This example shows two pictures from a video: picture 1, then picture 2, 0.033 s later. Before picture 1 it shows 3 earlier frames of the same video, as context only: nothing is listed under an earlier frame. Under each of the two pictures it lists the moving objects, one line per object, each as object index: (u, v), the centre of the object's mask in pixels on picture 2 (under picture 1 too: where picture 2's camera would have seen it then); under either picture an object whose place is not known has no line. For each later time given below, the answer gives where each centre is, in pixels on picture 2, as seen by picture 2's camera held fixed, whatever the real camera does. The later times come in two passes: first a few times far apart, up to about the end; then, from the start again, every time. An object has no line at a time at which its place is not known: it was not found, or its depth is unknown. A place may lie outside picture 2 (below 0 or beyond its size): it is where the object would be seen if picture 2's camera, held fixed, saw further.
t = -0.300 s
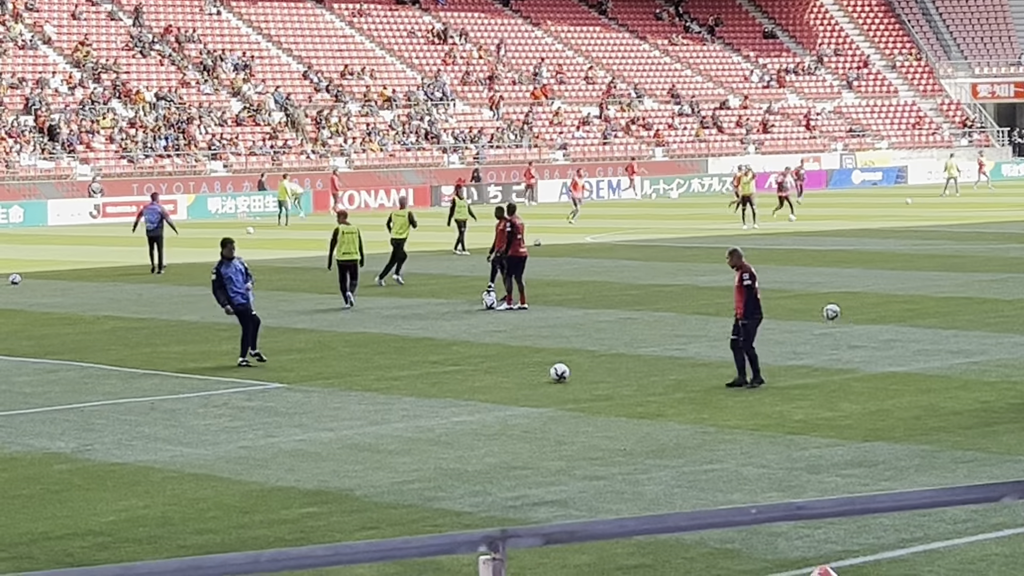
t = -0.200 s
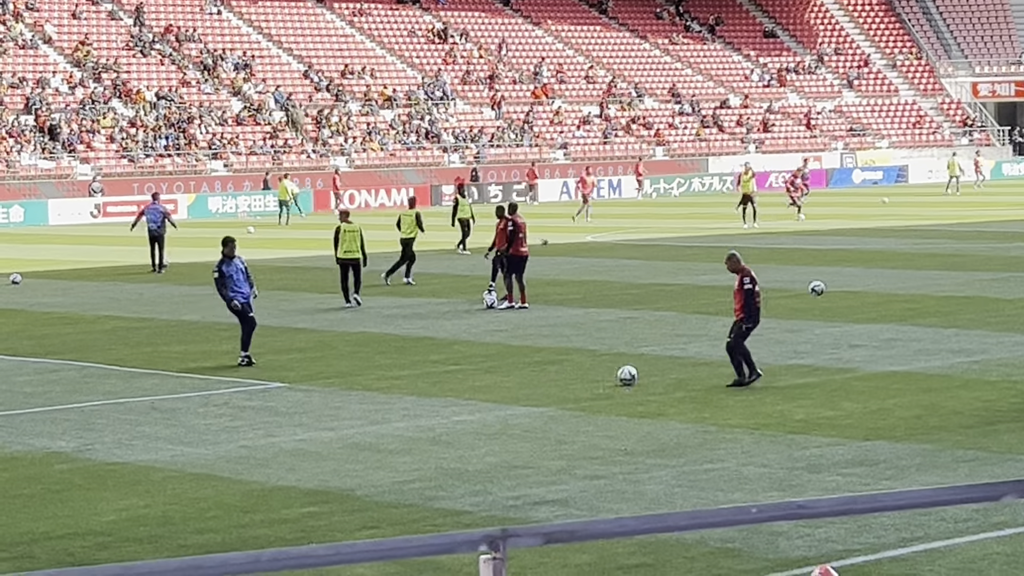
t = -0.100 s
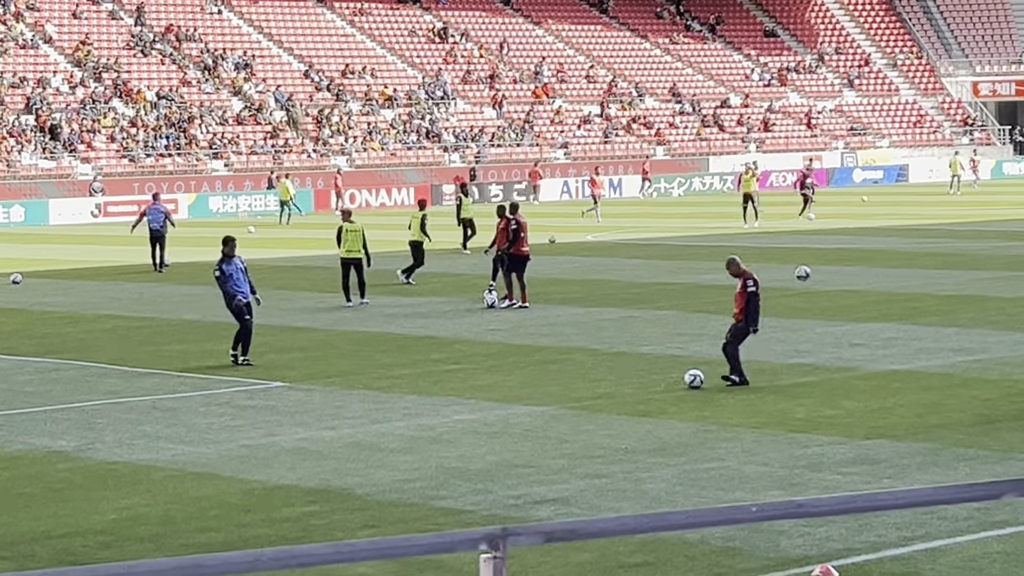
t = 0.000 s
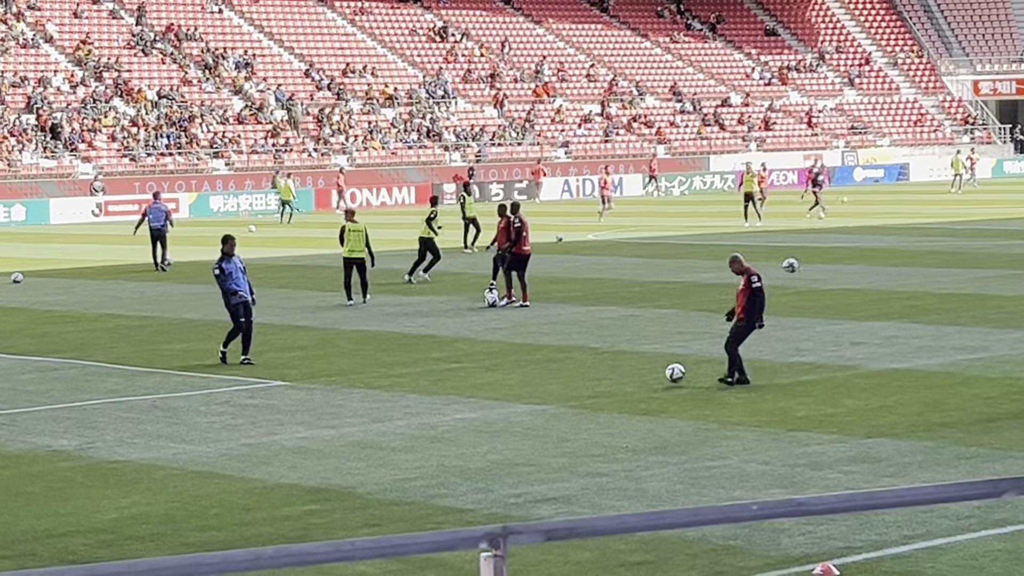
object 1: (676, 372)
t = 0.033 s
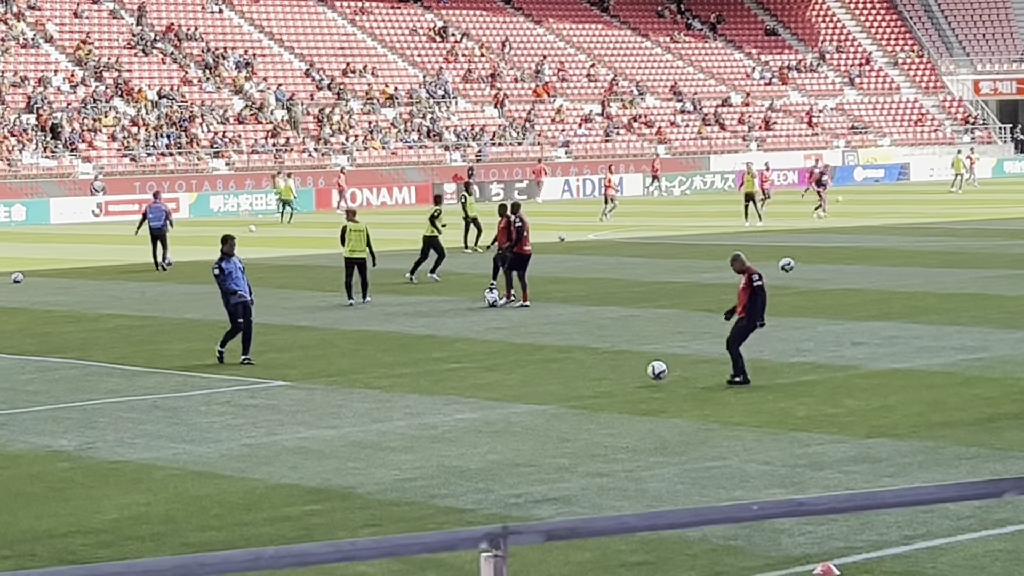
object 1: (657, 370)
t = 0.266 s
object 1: (536, 369)
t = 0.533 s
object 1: (424, 366)
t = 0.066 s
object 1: (639, 369)
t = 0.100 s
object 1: (621, 368)
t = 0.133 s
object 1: (603, 369)
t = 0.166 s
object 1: (585, 369)
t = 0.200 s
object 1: (568, 372)
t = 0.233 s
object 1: (552, 372)
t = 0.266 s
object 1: (536, 369)
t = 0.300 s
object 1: (521, 368)
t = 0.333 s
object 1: (507, 367)
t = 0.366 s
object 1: (491, 366)
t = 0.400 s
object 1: (478, 367)
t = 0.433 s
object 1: (463, 369)
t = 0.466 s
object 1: (449, 368)
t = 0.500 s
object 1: (437, 367)
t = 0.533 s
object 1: (424, 366)
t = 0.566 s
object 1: (412, 366)
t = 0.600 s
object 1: (399, 366)
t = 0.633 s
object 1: (388, 367)
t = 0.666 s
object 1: (376, 366)
